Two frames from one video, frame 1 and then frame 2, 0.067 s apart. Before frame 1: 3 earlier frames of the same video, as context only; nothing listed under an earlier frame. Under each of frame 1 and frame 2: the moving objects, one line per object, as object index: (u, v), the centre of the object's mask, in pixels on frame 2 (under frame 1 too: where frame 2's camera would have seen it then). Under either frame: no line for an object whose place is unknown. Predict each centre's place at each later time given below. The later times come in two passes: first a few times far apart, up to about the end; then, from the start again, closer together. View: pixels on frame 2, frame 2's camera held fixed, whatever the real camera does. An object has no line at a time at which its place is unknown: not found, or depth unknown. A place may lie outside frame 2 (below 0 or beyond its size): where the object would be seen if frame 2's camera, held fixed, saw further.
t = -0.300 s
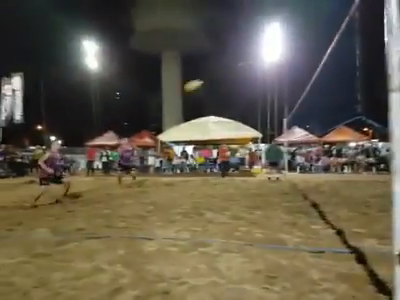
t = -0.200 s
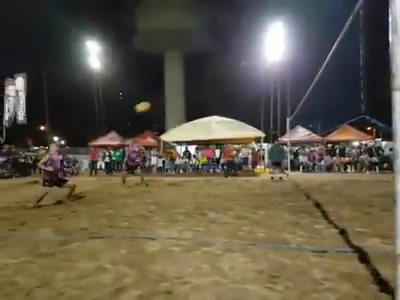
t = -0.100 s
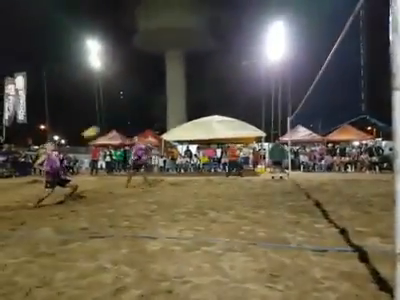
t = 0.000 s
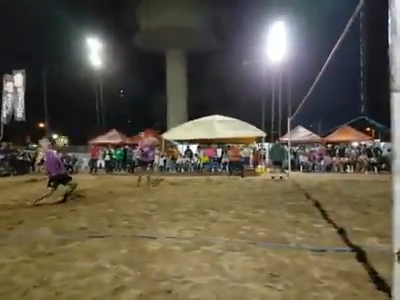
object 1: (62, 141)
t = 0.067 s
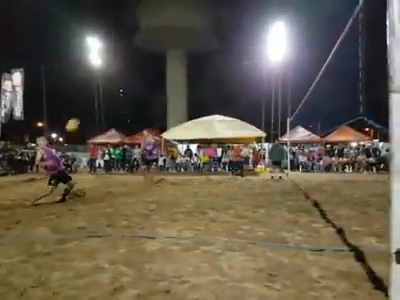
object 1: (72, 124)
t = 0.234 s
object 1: (99, 90)
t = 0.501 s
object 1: (138, 65)
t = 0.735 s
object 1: (168, 70)
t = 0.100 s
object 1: (78, 116)
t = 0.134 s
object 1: (83, 109)
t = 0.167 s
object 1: (89, 102)
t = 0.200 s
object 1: (95, 96)
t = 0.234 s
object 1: (99, 90)
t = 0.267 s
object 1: (105, 86)
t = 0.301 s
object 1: (110, 81)
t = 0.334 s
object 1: (115, 77)
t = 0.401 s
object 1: (124, 71)
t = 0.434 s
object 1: (129, 69)
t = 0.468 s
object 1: (133, 67)
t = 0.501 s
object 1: (138, 65)
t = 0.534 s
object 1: (142, 64)
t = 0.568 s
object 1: (147, 65)
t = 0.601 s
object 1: (151, 65)
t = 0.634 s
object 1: (155, 66)
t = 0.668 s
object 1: (160, 67)
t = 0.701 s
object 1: (164, 68)
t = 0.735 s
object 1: (168, 70)
